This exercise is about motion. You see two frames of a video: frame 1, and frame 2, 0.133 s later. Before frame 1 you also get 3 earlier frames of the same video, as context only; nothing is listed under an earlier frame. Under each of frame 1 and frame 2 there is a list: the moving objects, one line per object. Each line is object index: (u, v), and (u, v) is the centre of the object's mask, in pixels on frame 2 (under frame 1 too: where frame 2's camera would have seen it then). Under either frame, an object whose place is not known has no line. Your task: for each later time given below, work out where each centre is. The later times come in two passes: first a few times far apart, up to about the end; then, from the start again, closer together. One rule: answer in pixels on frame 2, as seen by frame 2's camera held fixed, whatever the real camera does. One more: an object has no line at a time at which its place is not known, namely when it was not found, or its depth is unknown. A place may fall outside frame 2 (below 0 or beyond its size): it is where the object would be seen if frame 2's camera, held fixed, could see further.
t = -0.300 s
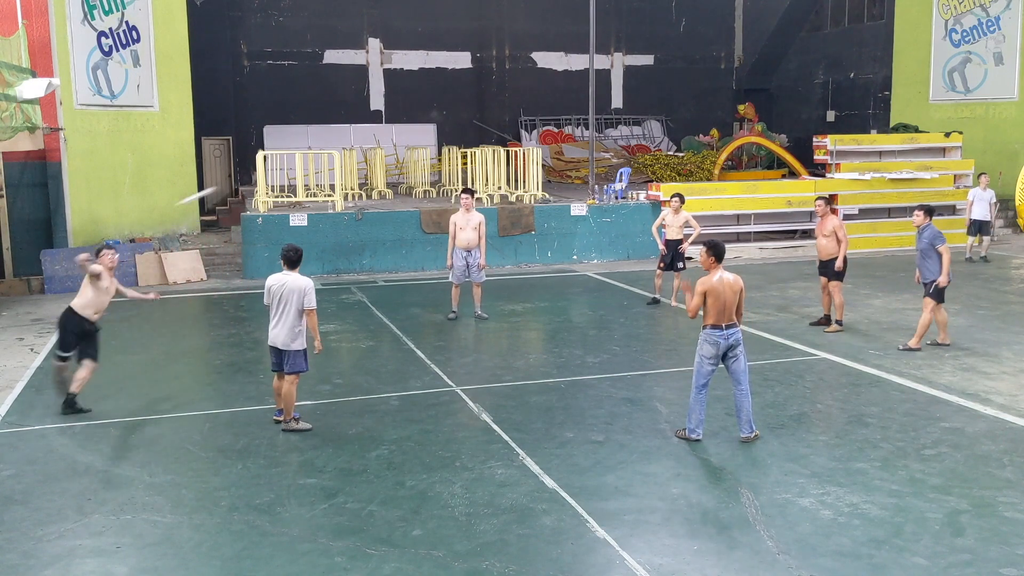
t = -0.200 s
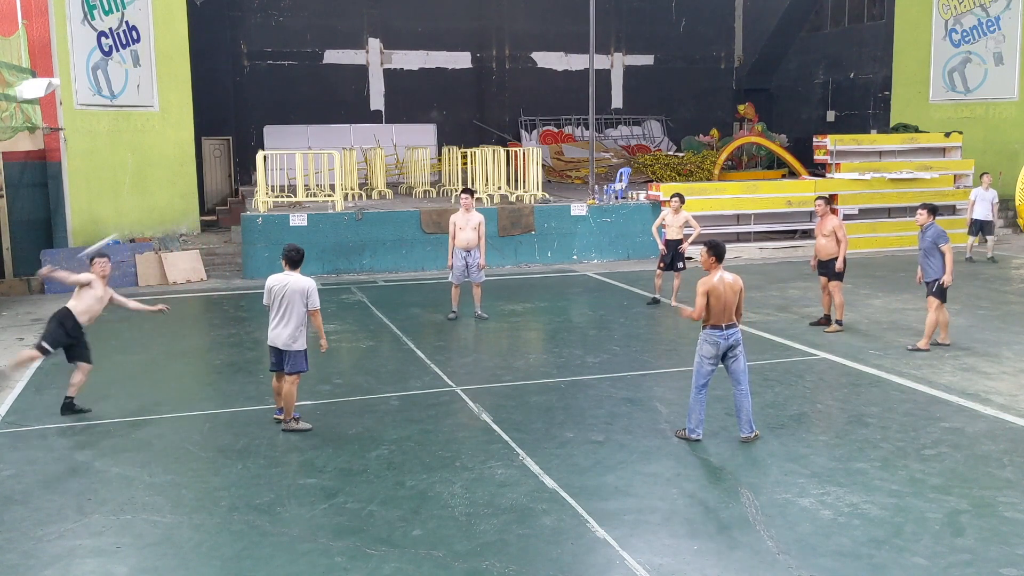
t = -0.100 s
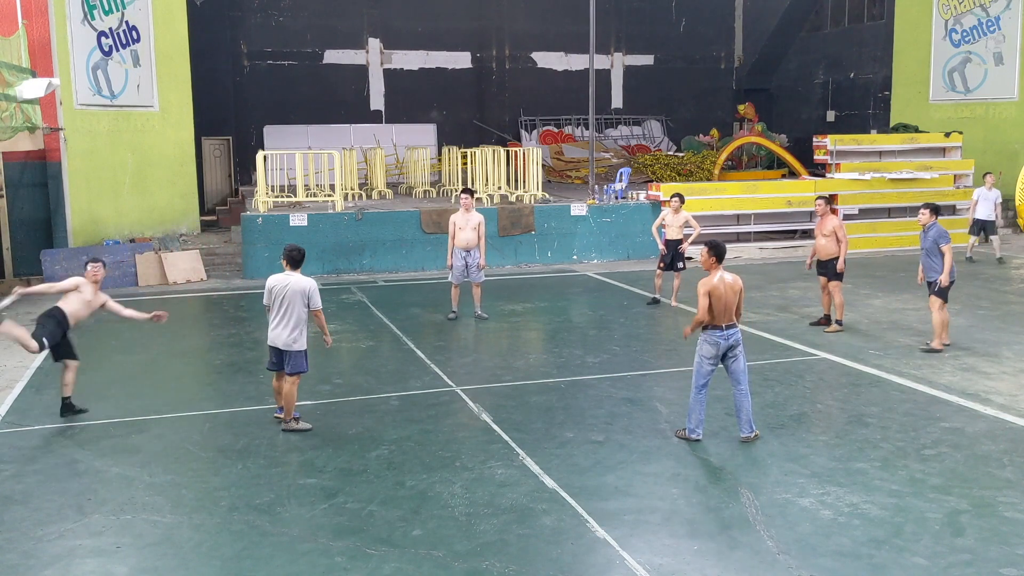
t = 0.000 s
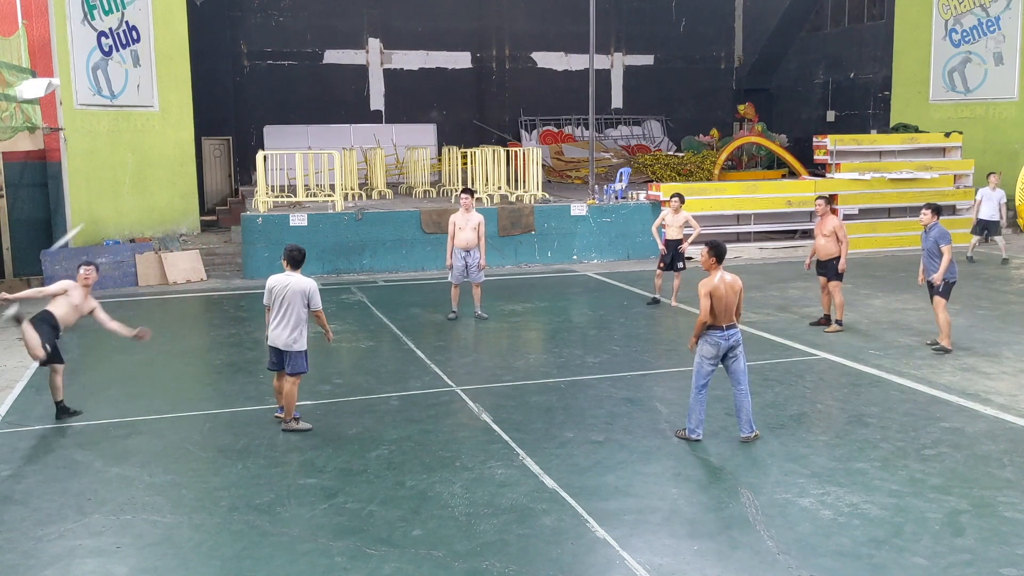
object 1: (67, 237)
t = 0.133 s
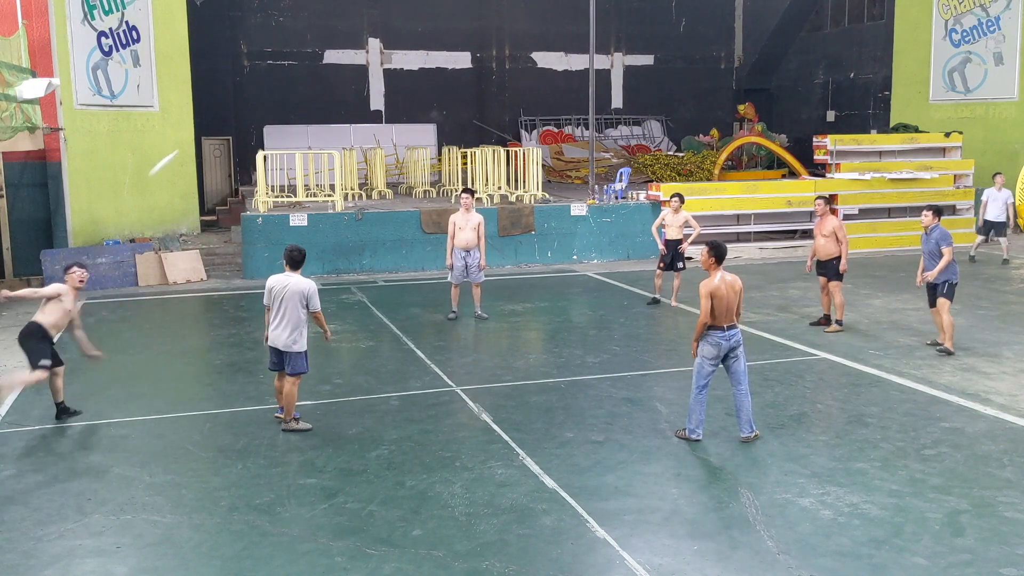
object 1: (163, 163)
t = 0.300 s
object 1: (273, 100)
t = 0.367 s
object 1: (314, 86)
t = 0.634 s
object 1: (467, 75)
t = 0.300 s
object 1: (273, 100)
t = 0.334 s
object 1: (294, 93)
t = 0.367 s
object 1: (314, 86)
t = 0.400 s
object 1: (334, 80)
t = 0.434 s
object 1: (354, 76)
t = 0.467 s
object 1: (373, 73)
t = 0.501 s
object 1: (394, 71)
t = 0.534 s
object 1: (411, 71)
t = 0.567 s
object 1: (431, 71)
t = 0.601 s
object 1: (449, 73)
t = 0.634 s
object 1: (467, 75)
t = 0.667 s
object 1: (485, 79)
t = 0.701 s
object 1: (502, 84)
